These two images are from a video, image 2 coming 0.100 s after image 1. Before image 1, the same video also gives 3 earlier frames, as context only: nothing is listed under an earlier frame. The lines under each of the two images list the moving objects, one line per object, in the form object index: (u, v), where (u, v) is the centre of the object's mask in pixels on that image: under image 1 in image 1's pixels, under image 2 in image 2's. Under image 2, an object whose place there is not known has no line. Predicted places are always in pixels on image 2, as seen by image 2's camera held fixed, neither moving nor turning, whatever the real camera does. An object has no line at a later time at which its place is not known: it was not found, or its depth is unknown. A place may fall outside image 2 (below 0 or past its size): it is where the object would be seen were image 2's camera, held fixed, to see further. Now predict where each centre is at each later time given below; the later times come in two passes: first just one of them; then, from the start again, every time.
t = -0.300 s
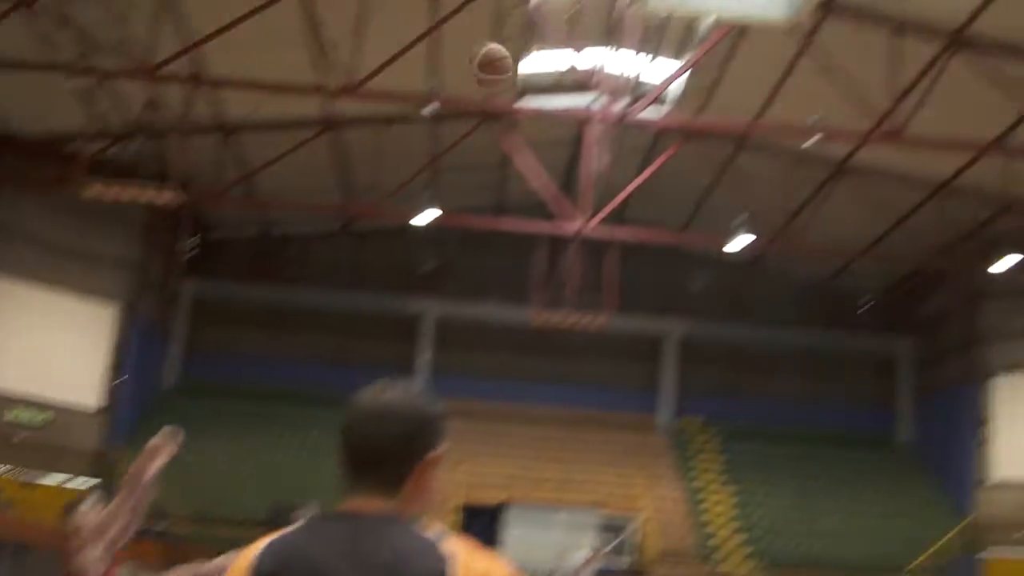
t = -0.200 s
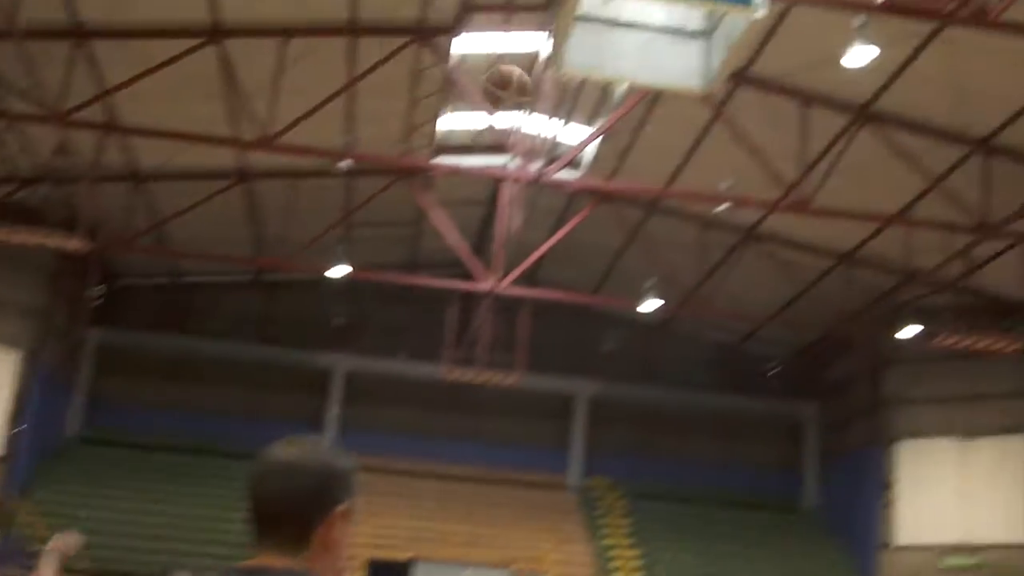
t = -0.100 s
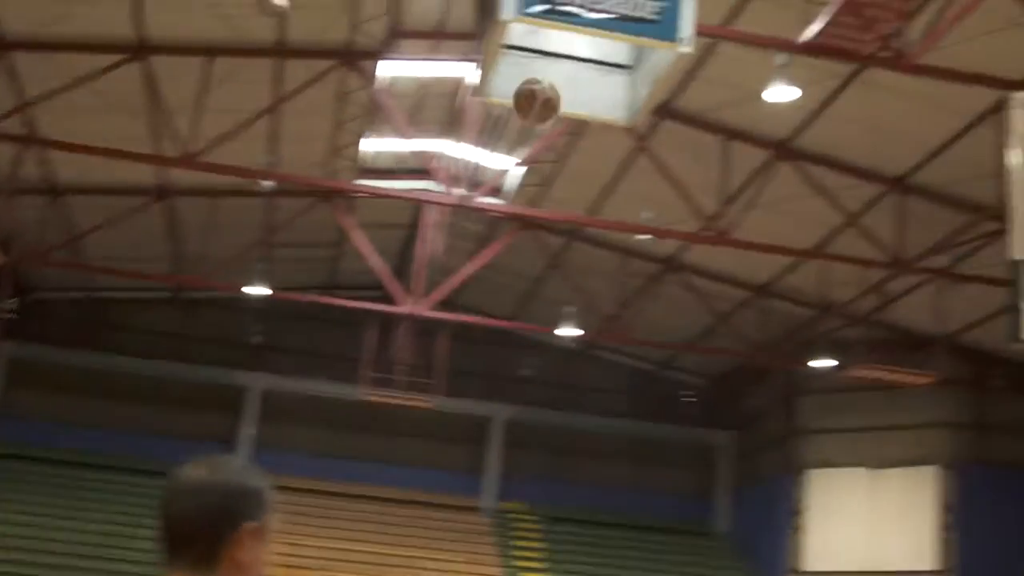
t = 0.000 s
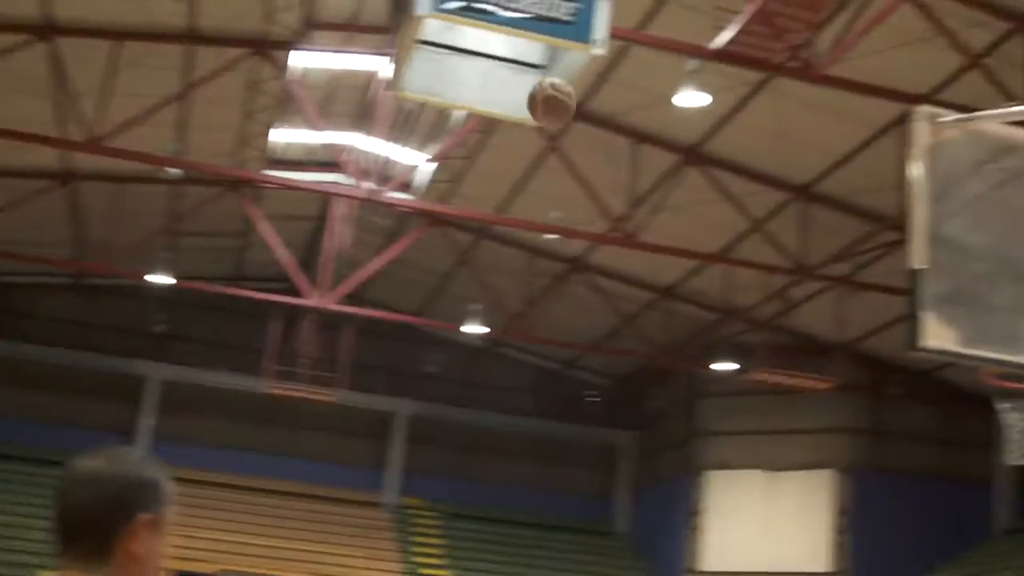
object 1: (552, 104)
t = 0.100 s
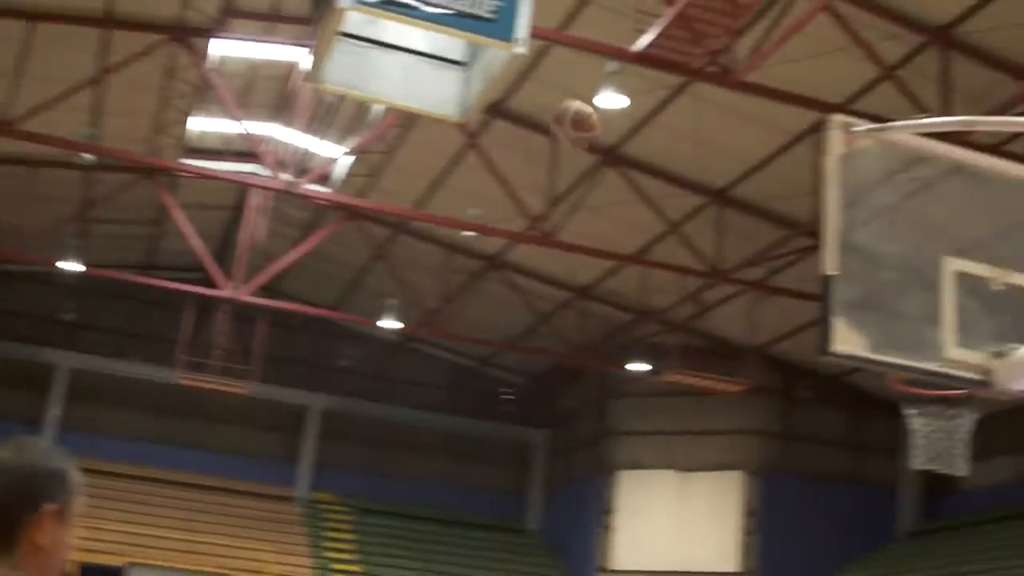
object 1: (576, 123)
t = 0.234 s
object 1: (706, 193)
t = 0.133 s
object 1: (607, 137)
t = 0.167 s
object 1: (639, 152)
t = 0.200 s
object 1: (674, 170)
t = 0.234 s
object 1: (706, 193)
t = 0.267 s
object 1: (738, 212)
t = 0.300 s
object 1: (771, 238)
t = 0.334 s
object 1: (796, 260)
